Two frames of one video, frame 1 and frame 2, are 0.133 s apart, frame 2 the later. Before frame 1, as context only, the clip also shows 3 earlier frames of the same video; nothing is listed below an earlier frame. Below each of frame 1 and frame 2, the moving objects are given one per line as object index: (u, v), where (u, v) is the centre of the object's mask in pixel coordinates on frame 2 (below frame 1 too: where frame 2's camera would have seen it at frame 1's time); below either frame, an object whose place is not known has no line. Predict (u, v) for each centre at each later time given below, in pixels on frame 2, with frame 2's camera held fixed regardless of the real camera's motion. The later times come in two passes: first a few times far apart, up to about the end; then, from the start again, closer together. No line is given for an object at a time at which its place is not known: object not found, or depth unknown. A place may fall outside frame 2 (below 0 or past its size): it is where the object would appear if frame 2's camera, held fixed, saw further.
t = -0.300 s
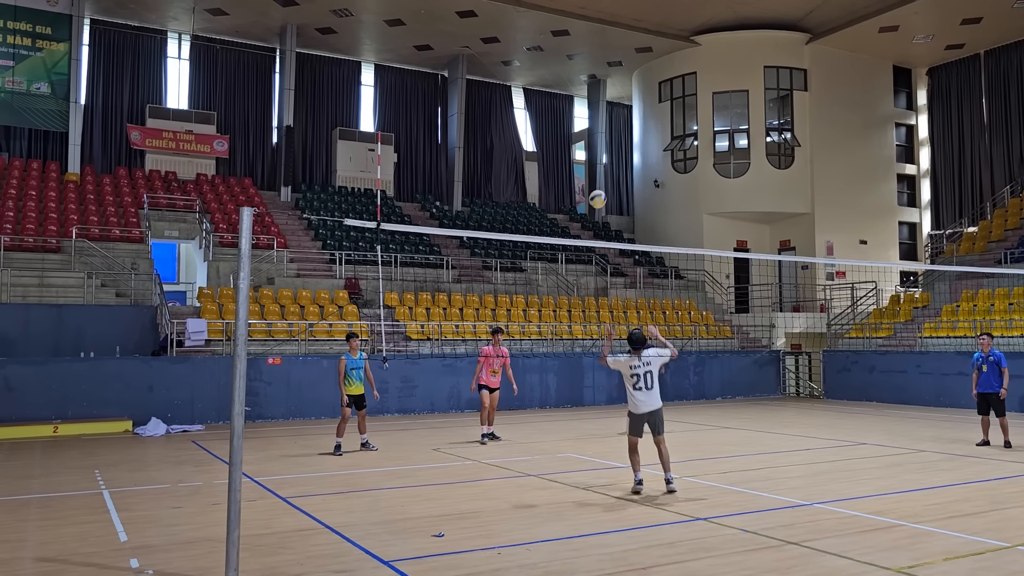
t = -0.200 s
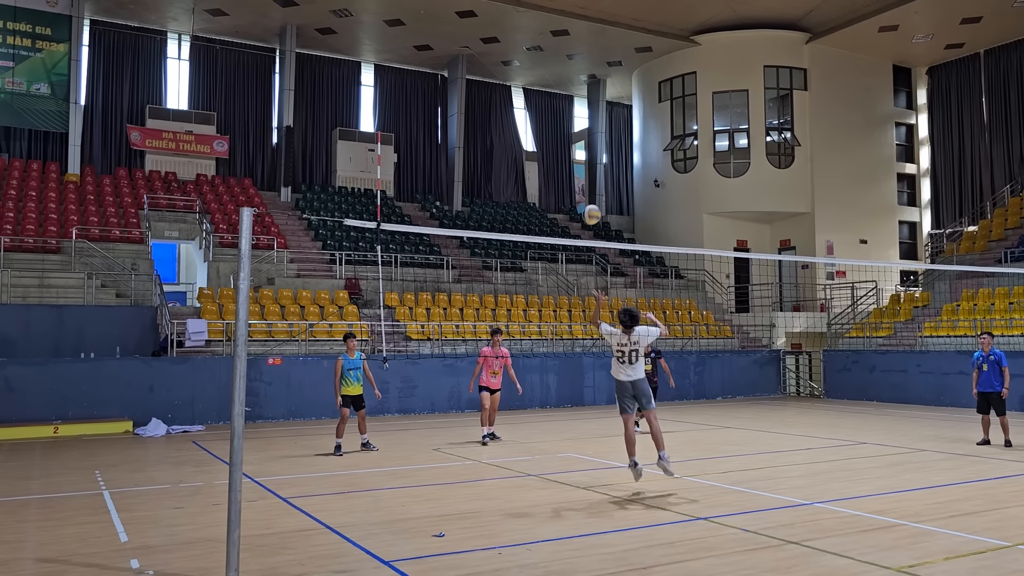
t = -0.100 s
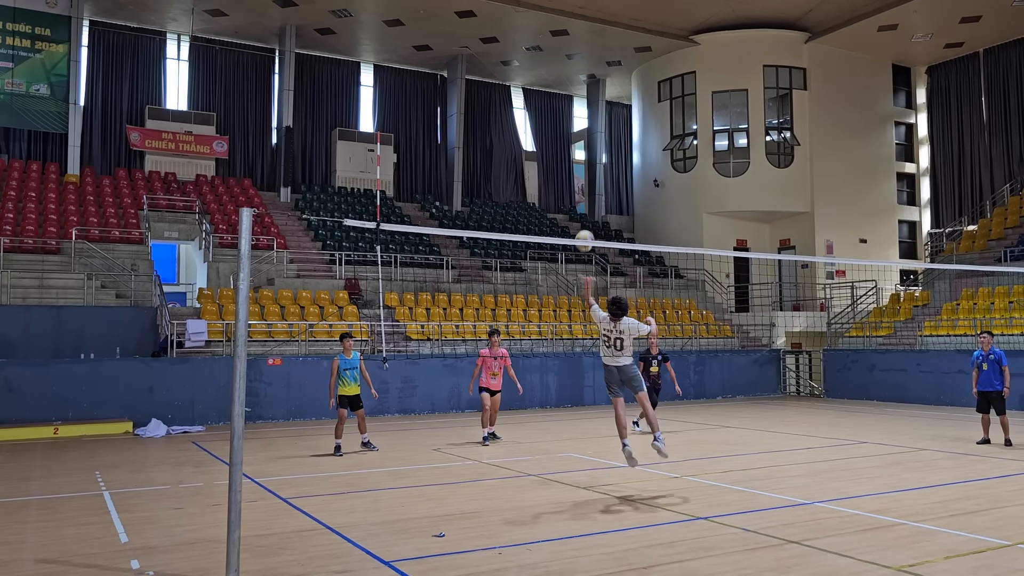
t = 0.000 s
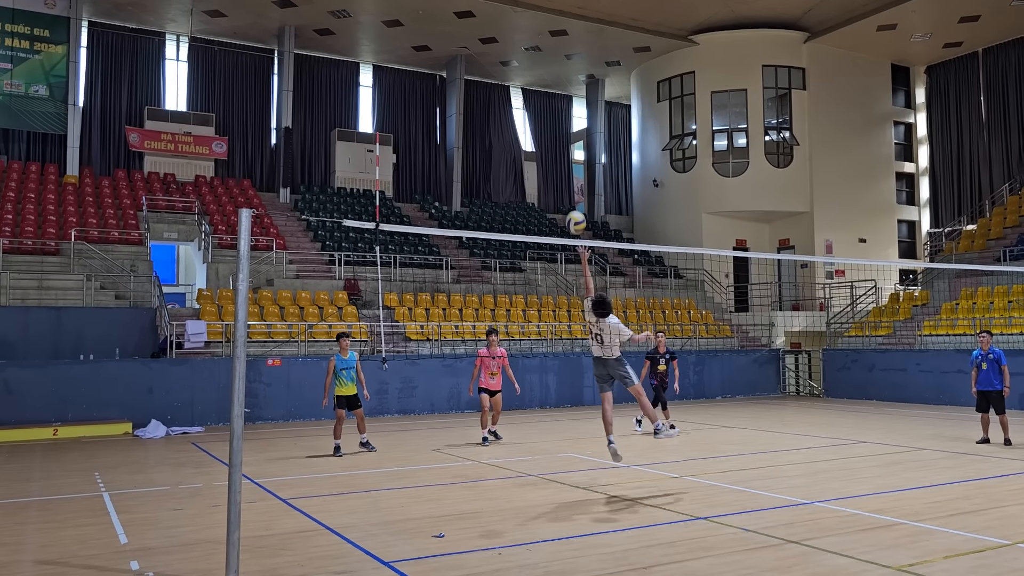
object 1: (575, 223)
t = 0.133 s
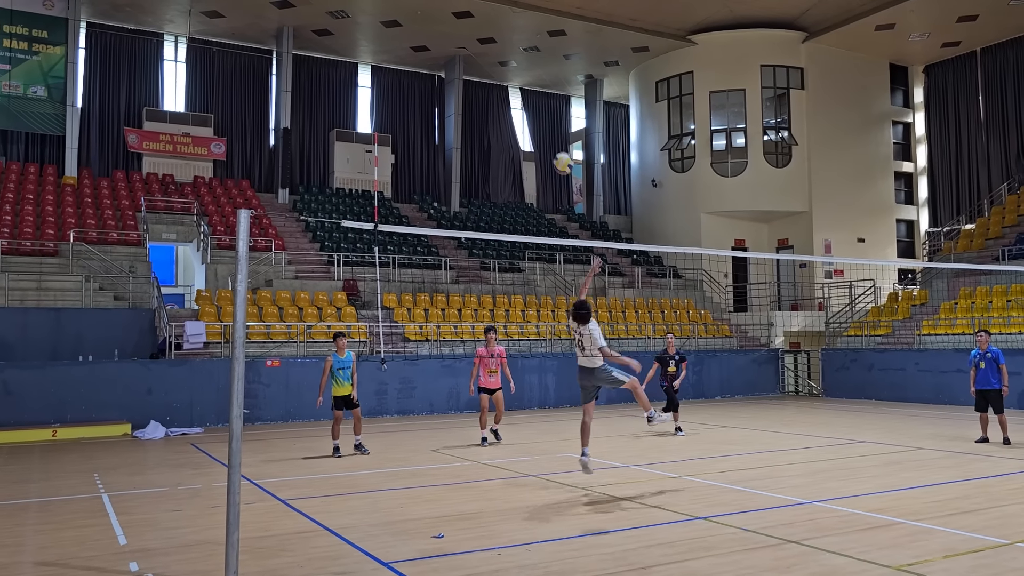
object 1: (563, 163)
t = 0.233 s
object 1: (556, 129)
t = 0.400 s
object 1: (542, 92)
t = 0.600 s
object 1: (527, 80)
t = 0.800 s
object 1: (511, 107)
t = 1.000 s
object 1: (496, 175)
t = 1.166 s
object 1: (483, 266)
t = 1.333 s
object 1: (472, 391)
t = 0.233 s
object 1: (556, 129)
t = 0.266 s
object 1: (553, 120)
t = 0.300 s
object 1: (550, 111)
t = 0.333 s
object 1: (547, 104)
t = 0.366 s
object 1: (545, 97)
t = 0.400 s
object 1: (542, 92)
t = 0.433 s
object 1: (540, 87)
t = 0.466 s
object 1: (537, 84)
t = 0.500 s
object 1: (534, 81)
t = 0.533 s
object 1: (532, 80)
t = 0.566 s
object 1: (529, 79)
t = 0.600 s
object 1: (527, 80)
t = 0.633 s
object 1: (524, 82)
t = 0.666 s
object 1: (522, 84)
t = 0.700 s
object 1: (519, 88)
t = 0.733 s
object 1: (516, 93)
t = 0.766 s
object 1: (514, 99)
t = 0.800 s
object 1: (511, 107)
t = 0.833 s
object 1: (508, 116)
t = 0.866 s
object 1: (506, 125)
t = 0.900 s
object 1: (504, 136)
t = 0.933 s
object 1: (501, 147)
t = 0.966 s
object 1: (498, 161)
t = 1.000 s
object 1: (496, 175)
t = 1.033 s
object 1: (493, 191)
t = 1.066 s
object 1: (491, 208)
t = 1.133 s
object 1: (486, 248)
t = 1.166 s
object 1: (483, 266)
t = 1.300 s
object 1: (474, 364)
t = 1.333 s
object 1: (472, 391)
